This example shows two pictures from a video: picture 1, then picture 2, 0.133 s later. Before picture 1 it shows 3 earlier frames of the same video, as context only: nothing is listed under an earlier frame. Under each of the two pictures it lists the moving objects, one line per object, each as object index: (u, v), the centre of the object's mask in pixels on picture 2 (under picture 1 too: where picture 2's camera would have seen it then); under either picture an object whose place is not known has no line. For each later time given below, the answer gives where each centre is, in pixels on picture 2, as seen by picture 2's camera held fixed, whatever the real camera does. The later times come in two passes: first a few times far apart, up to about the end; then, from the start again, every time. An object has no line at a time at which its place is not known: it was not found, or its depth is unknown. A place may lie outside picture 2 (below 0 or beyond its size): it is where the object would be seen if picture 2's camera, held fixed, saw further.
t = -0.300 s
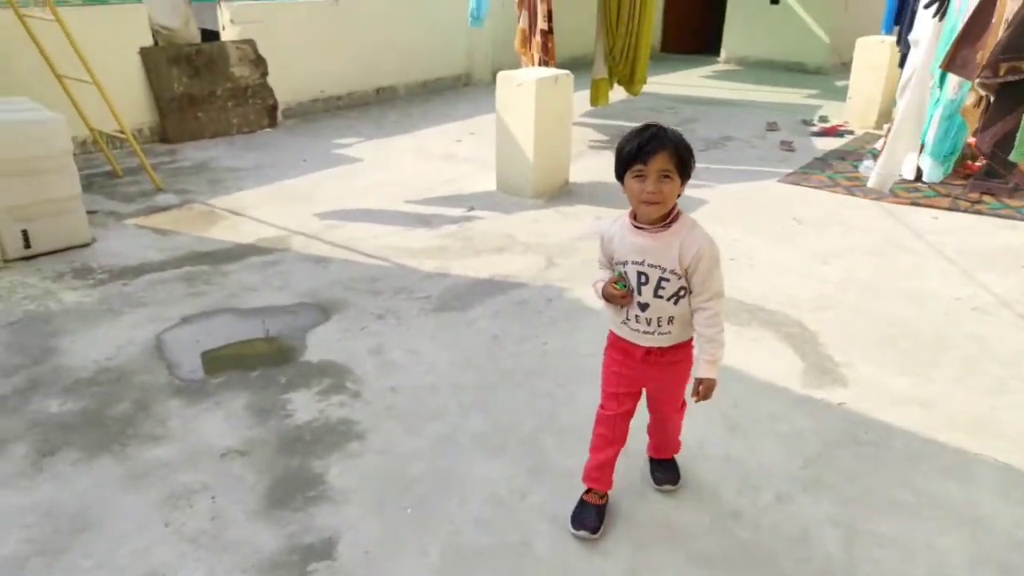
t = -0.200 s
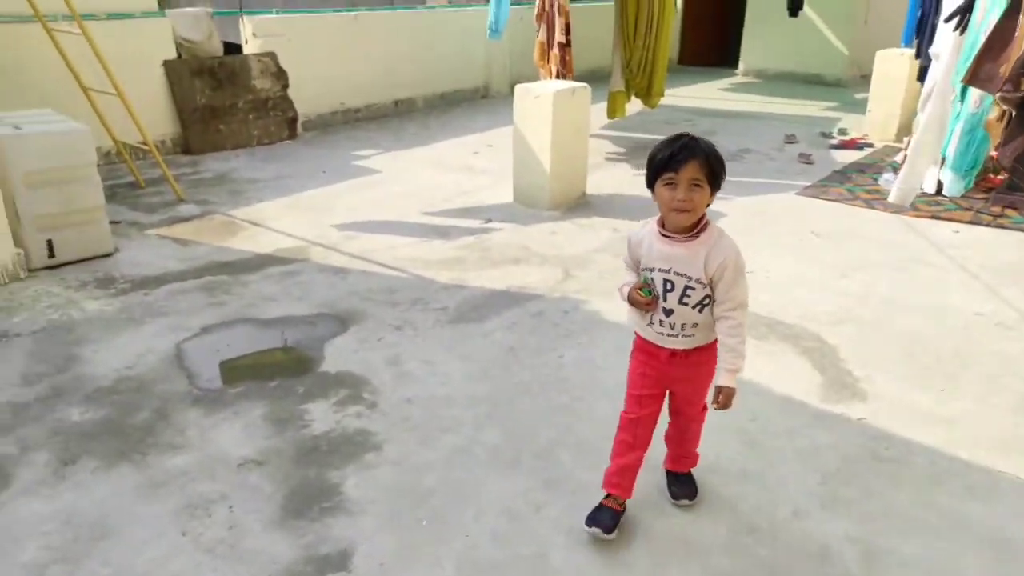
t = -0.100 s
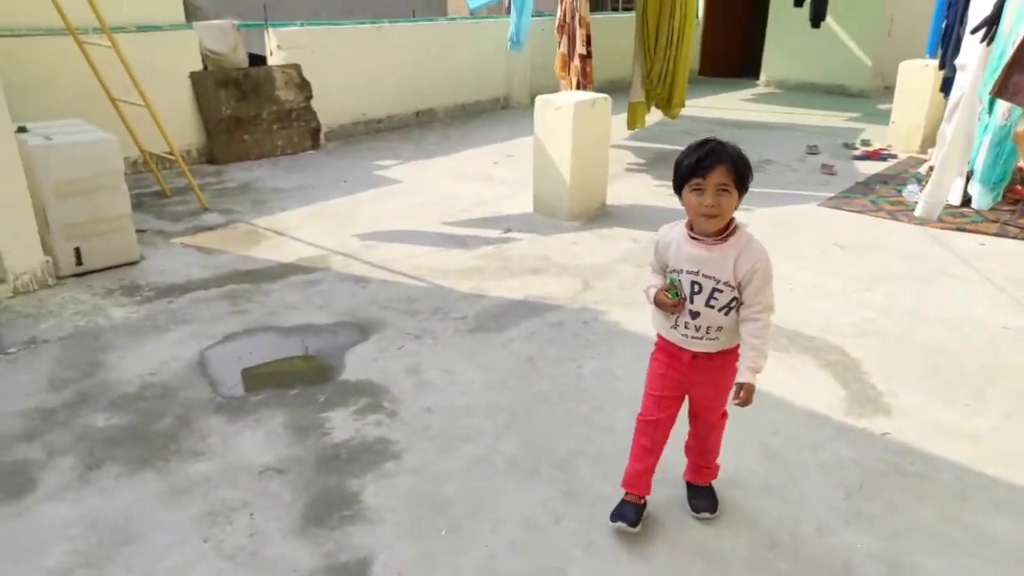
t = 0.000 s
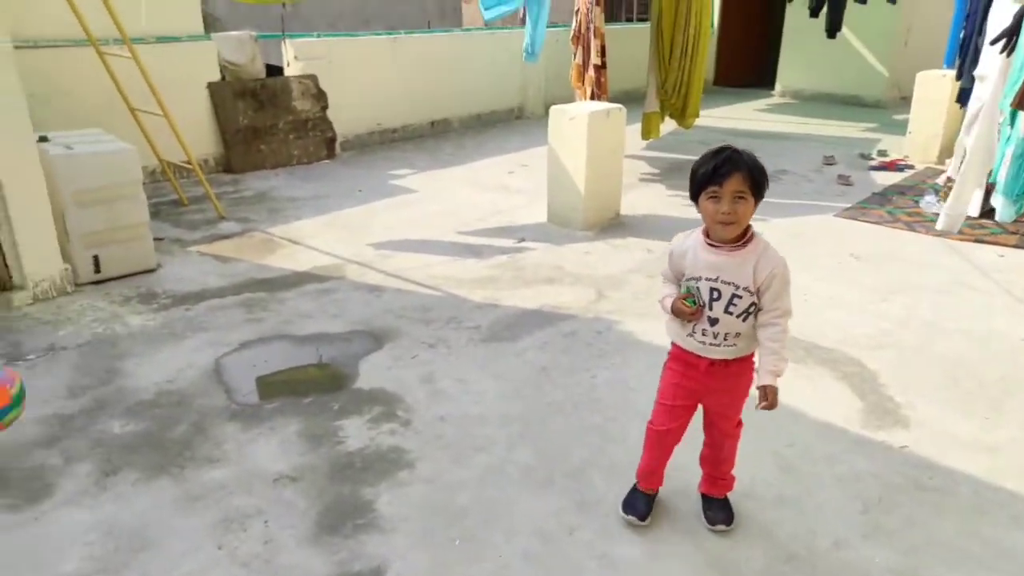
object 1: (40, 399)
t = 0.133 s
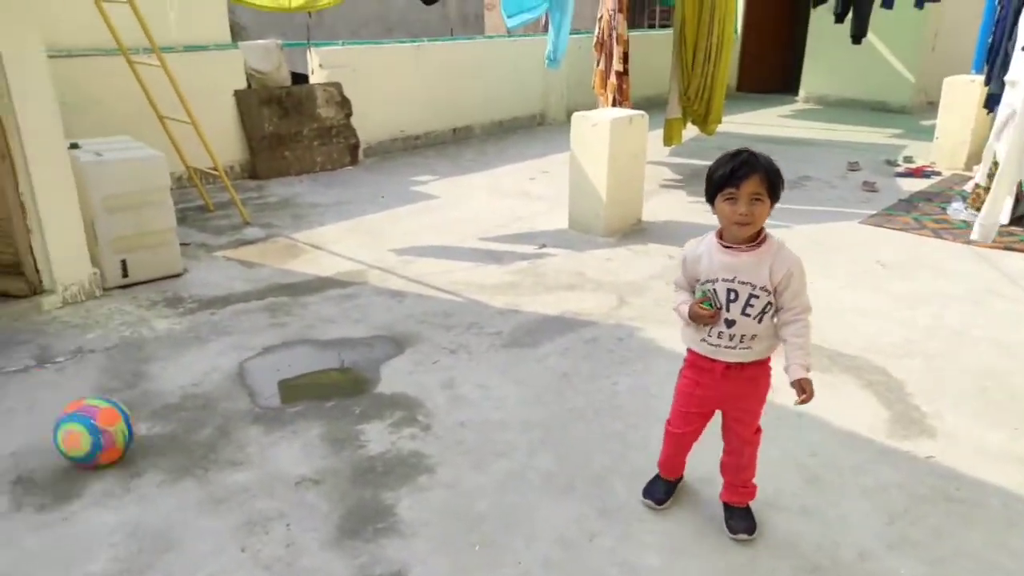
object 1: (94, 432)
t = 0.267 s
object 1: (167, 400)
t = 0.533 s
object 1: (304, 391)
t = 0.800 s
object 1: (422, 381)
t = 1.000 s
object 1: (504, 375)
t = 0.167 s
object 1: (112, 422)
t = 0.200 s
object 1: (130, 411)
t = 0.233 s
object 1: (149, 405)
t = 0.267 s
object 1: (167, 400)
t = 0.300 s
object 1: (184, 400)
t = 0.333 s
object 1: (202, 402)
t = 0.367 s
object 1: (219, 406)
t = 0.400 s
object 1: (238, 413)
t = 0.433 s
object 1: (254, 413)
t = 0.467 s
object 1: (270, 402)
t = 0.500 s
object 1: (285, 396)
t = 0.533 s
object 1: (304, 391)
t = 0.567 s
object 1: (319, 390)
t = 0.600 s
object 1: (336, 393)
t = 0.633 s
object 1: (352, 397)
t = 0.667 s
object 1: (366, 403)
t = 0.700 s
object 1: (381, 394)
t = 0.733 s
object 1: (395, 387)
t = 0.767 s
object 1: (408, 384)
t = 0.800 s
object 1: (422, 381)
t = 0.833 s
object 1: (436, 383)
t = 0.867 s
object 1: (449, 386)
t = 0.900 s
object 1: (464, 391)
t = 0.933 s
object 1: (478, 385)
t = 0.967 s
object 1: (492, 379)
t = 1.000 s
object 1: (504, 375)
